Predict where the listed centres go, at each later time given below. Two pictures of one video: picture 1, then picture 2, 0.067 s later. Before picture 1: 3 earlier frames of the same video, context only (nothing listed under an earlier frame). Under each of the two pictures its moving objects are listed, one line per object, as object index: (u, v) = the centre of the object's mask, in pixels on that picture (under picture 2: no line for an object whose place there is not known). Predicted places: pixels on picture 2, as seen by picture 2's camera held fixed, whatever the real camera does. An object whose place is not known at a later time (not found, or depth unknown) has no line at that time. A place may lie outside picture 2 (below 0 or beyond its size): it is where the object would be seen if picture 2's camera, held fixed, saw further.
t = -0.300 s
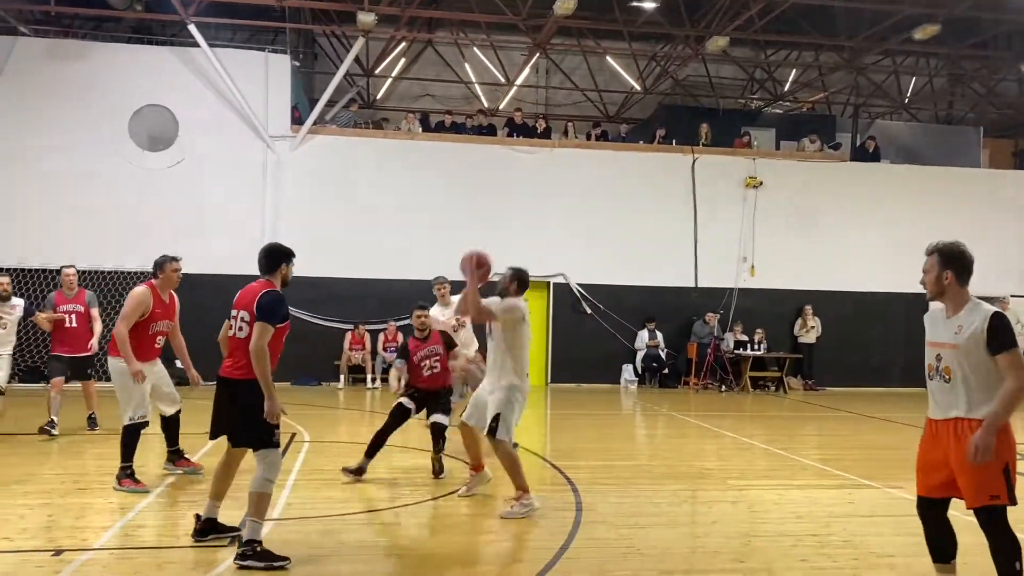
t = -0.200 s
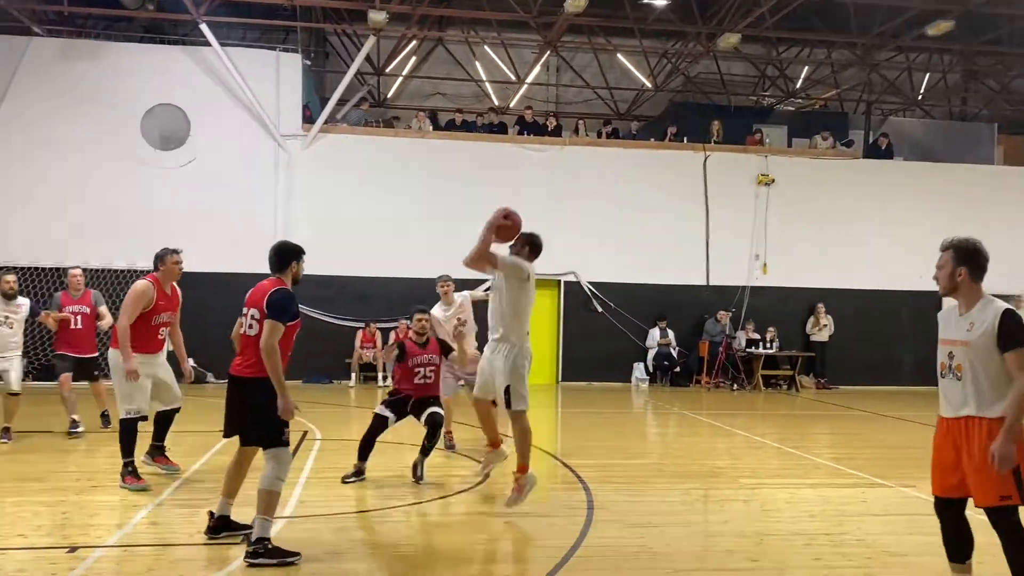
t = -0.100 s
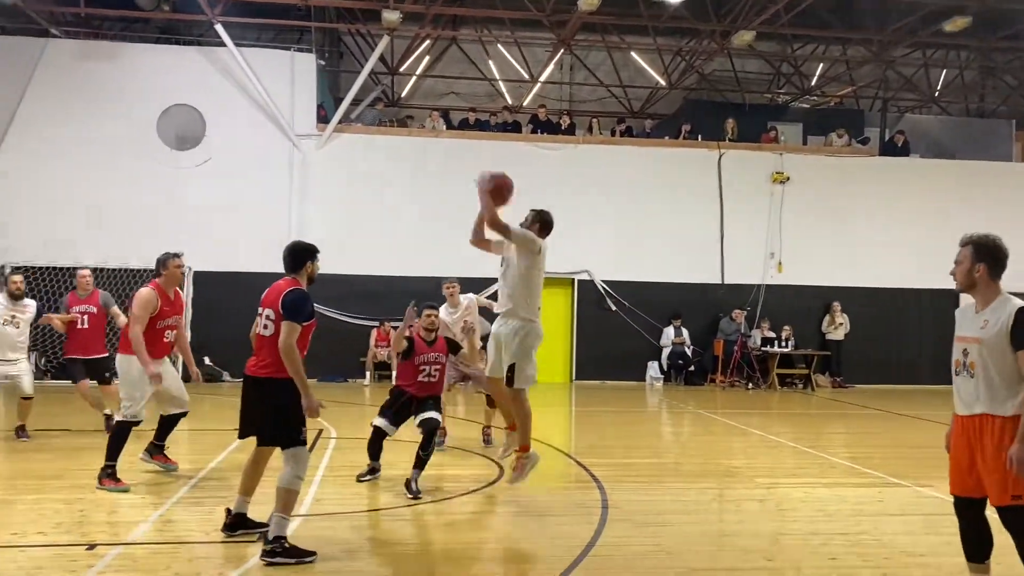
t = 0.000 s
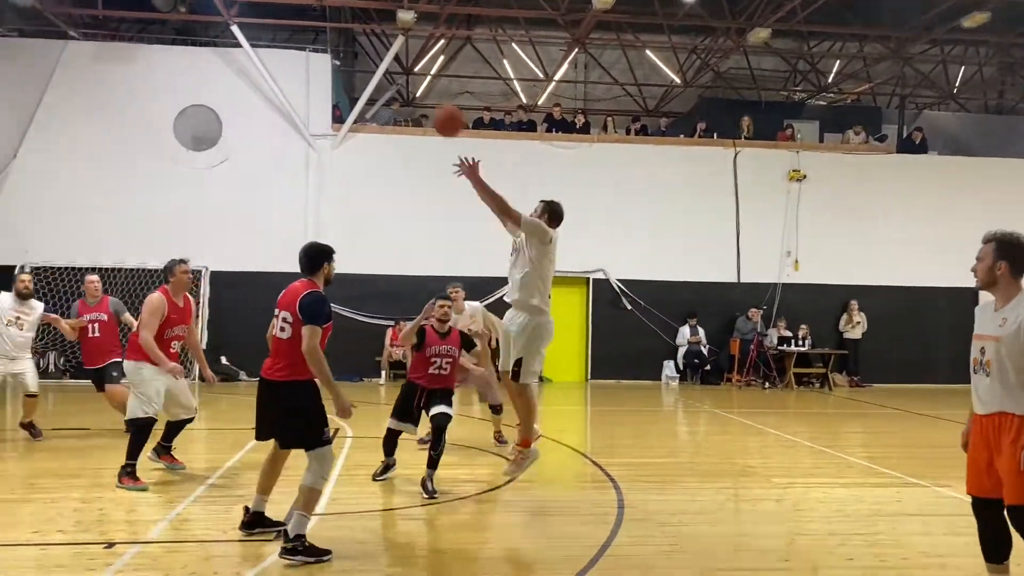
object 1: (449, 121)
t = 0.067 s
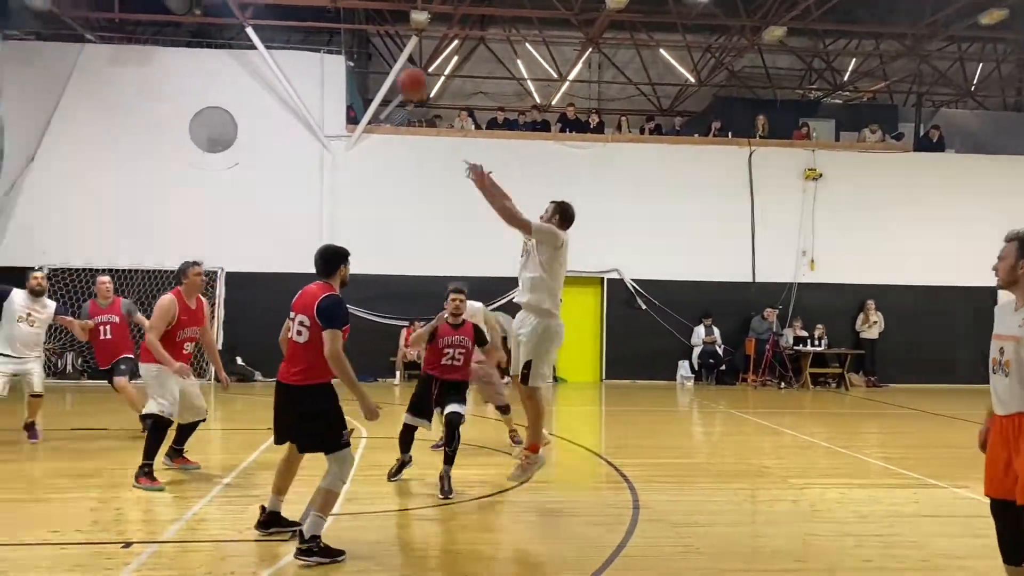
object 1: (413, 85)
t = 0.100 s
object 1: (386, 64)
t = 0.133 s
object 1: (361, 50)
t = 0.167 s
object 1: (338, 36)
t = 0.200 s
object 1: (313, 24)
